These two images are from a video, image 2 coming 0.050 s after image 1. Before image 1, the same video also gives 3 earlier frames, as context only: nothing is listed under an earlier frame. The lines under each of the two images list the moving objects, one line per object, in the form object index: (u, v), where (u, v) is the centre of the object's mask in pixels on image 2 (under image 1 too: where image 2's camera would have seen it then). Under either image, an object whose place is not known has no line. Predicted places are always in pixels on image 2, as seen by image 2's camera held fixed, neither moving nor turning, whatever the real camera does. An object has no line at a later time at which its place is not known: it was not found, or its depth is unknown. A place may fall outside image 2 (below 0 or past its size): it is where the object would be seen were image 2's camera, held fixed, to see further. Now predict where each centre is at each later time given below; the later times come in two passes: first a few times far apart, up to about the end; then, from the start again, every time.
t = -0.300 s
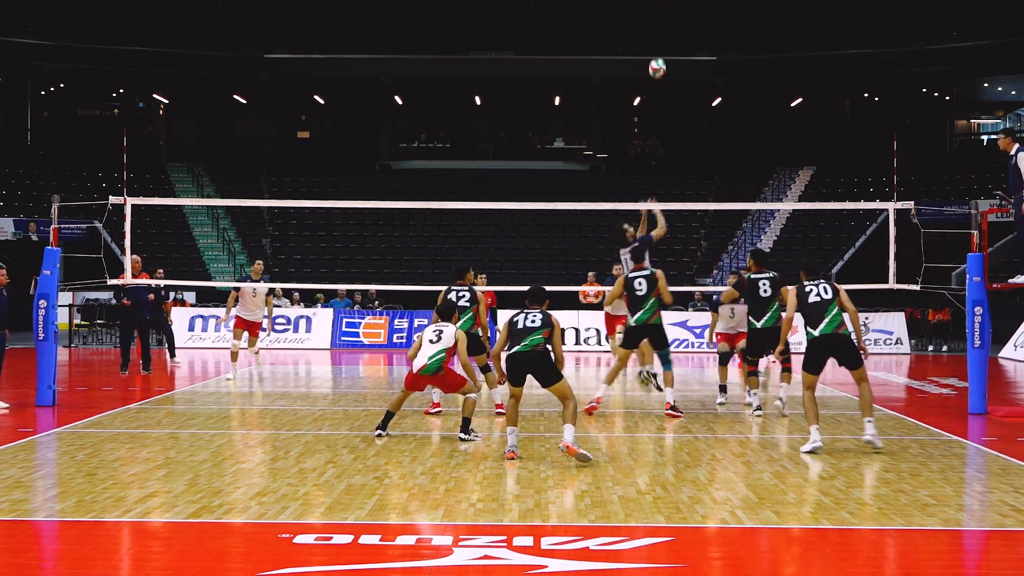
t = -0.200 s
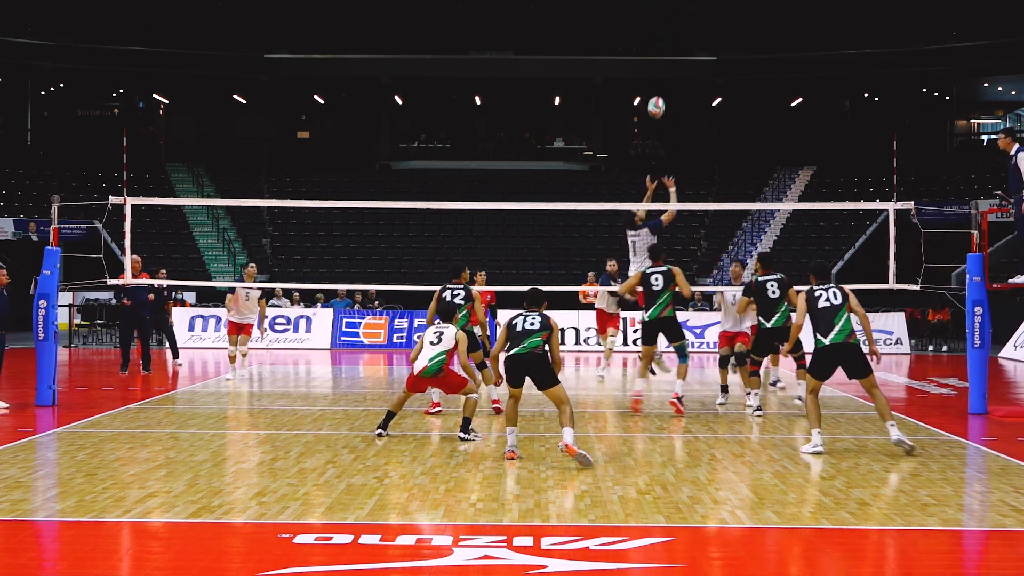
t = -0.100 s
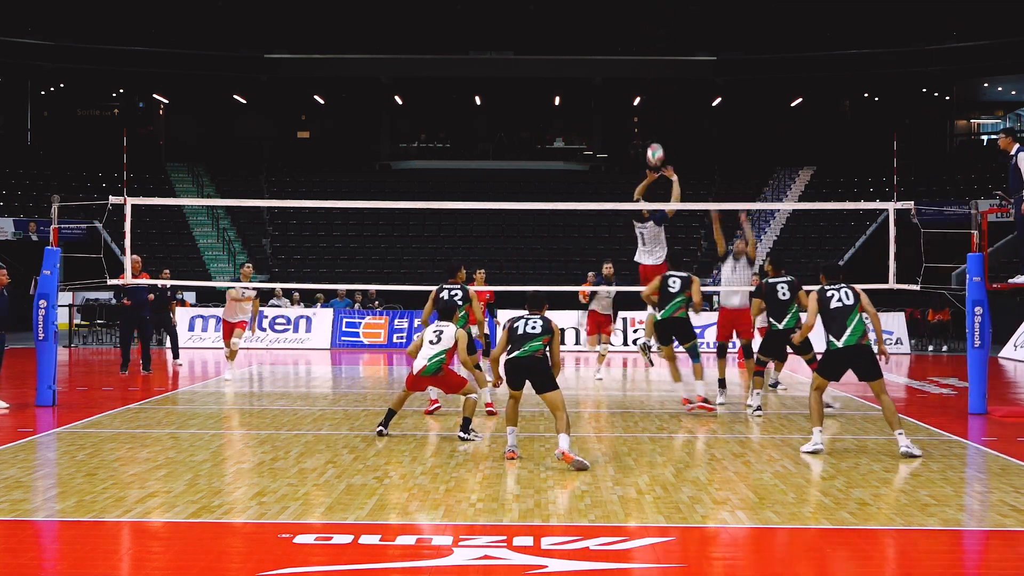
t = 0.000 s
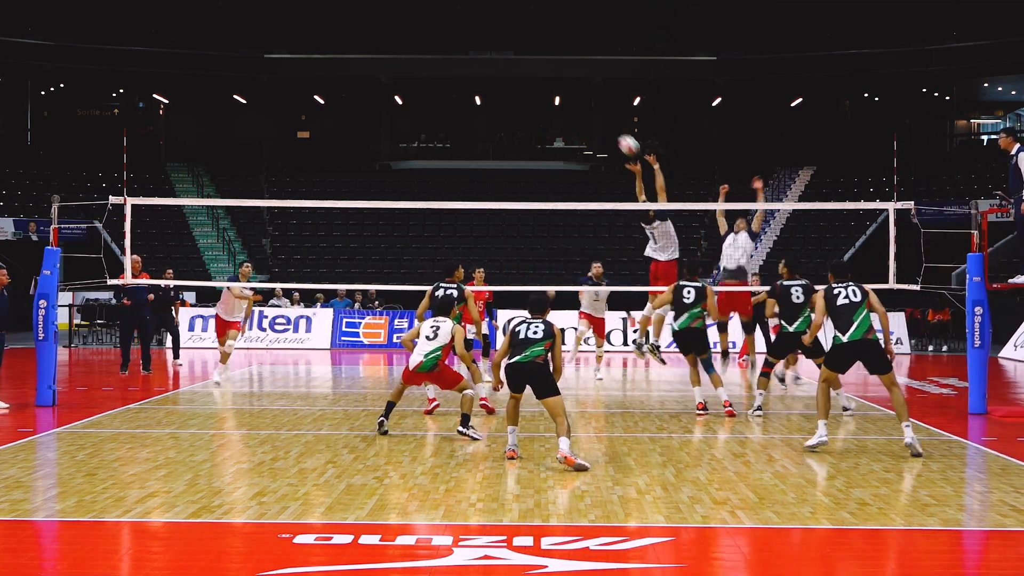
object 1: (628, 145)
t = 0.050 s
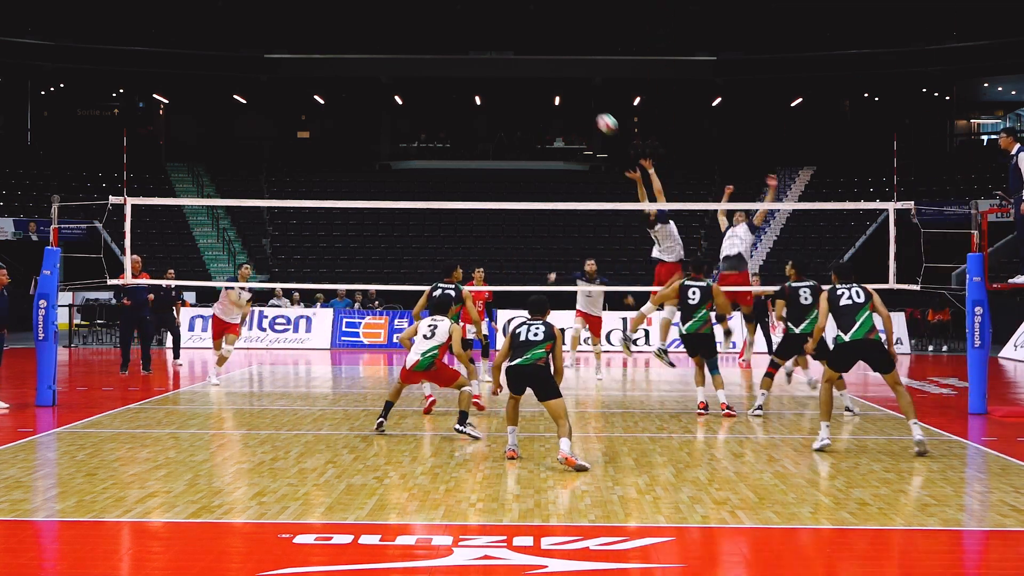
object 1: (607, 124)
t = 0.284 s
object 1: (511, 53)
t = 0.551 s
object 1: (410, 32)
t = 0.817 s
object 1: (317, 67)
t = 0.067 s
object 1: (600, 117)
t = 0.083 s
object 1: (593, 111)
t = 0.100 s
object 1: (586, 104)
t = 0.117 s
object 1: (579, 98)
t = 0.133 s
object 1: (572, 93)
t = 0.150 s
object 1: (565, 87)
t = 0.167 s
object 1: (558, 82)
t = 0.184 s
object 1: (551, 77)
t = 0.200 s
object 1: (545, 73)
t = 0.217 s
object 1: (538, 68)
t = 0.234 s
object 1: (532, 64)
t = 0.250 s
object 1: (525, 61)
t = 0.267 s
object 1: (518, 57)
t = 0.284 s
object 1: (511, 53)
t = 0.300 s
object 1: (505, 50)
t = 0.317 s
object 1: (498, 48)
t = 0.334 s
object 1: (492, 45)
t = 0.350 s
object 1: (485, 42)
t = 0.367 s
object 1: (479, 40)
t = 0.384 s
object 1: (472, 38)
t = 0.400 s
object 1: (466, 36)
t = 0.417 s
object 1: (460, 35)
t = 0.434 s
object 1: (454, 34)
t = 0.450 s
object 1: (447, 33)
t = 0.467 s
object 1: (441, 32)
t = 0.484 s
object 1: (435, 31)
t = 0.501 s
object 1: (429, 31)
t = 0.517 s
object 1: (423, 31)
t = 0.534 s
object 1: (416, 31)
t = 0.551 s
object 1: (410, 32)
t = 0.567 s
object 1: (405, 32)
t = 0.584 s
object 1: (399, 33)
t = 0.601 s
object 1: (393, 34)
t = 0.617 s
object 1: (387, 36)
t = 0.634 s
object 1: (381, 37)
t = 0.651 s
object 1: (375, 39)
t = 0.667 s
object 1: (369, 41)
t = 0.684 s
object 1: (363, 42)
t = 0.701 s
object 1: (357, 45)
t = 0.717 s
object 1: (351, 48)
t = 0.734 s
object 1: (345, 50)
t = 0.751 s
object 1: (340, 53)
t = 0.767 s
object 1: (334, 56)
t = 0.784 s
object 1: (328, 60)
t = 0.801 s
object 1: (323, 63)
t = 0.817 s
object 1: (317, 67)
